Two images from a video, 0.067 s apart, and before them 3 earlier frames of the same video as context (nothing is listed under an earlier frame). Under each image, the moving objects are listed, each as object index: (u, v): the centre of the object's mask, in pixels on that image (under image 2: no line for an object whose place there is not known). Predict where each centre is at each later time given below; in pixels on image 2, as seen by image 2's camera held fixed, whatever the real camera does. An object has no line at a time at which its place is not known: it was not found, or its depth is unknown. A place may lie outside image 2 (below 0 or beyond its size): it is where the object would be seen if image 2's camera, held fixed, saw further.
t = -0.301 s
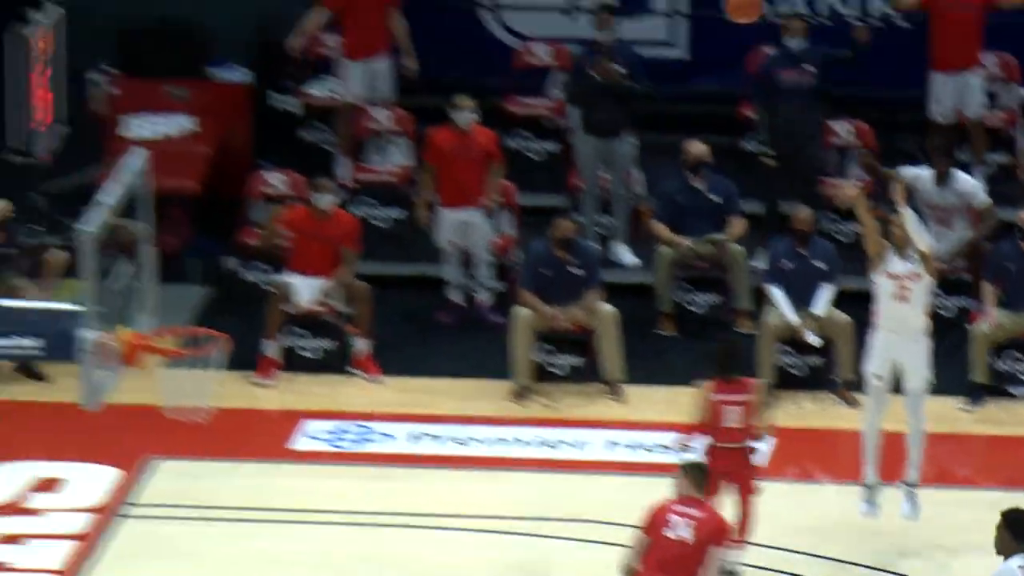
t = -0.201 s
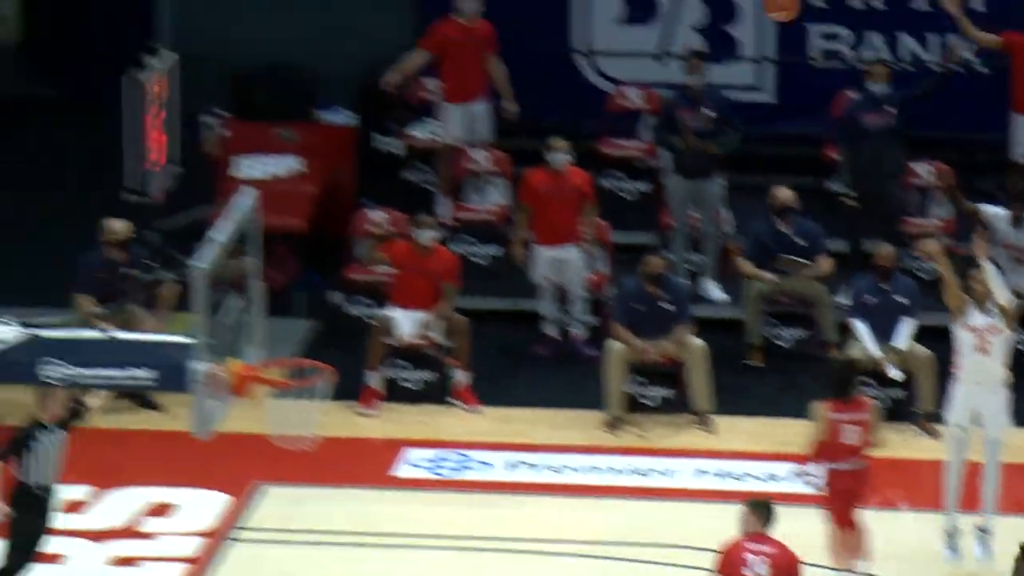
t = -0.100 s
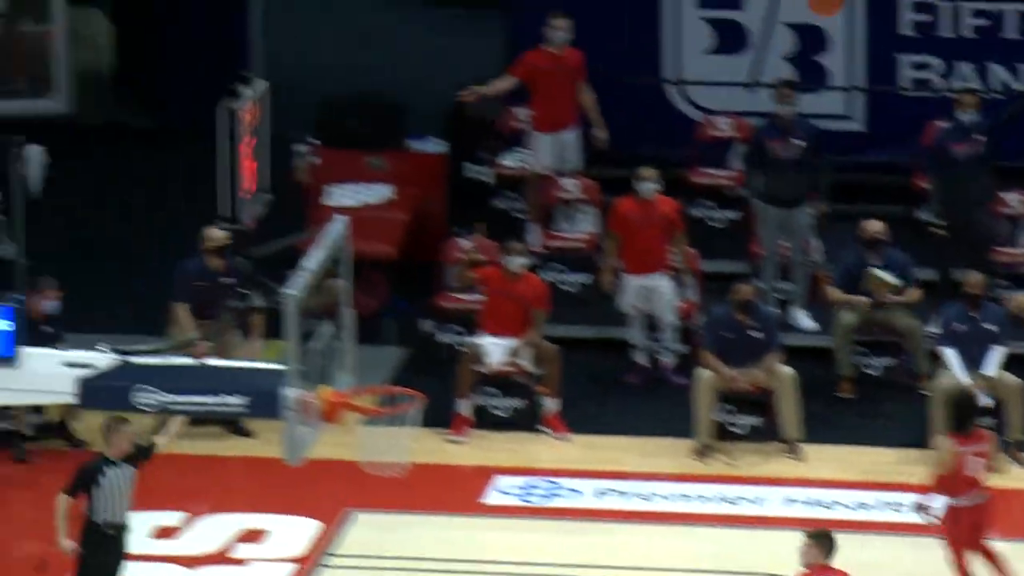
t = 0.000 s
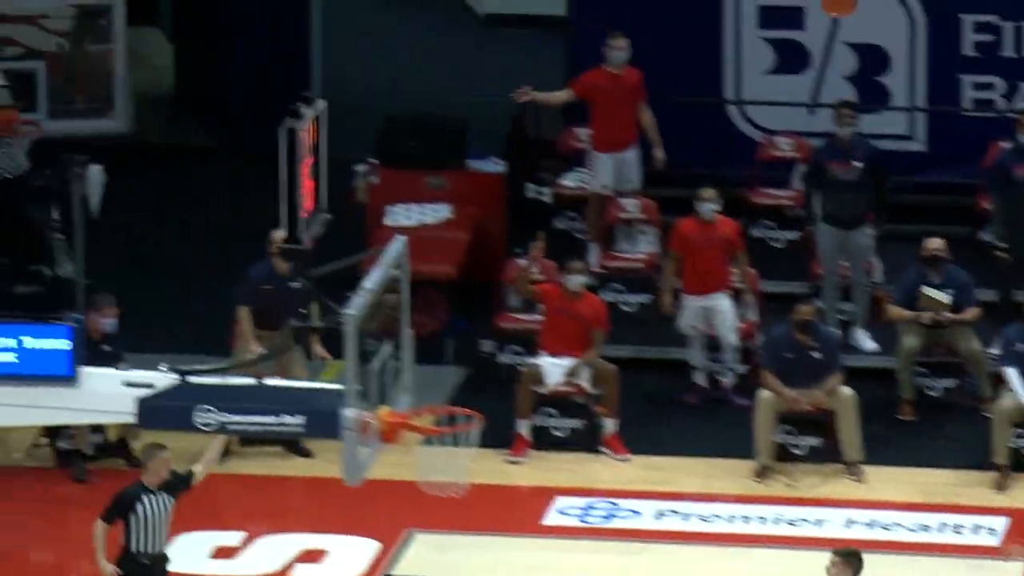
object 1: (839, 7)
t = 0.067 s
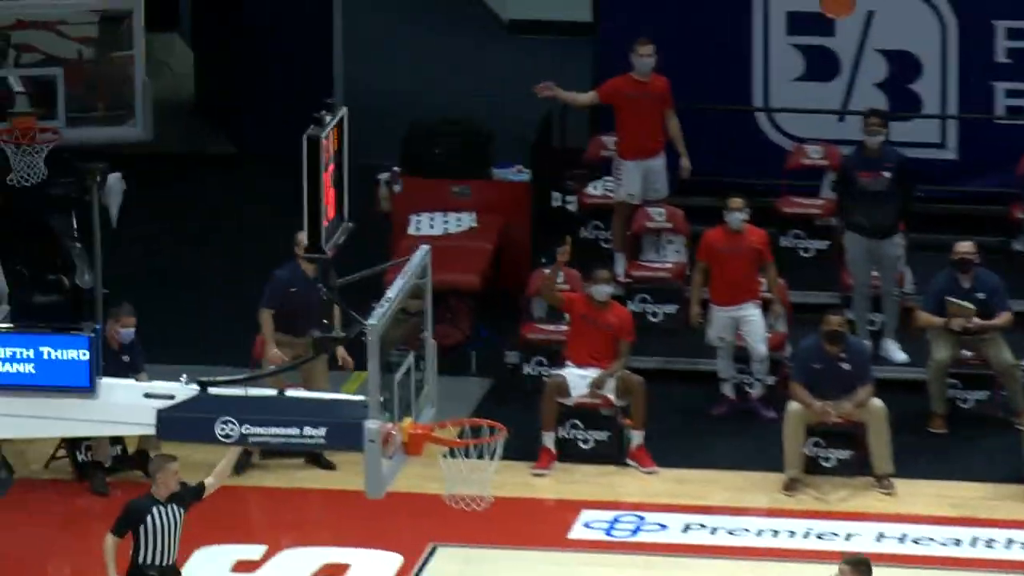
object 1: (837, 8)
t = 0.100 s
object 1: (823, 8)
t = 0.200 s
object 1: (775, 17)
